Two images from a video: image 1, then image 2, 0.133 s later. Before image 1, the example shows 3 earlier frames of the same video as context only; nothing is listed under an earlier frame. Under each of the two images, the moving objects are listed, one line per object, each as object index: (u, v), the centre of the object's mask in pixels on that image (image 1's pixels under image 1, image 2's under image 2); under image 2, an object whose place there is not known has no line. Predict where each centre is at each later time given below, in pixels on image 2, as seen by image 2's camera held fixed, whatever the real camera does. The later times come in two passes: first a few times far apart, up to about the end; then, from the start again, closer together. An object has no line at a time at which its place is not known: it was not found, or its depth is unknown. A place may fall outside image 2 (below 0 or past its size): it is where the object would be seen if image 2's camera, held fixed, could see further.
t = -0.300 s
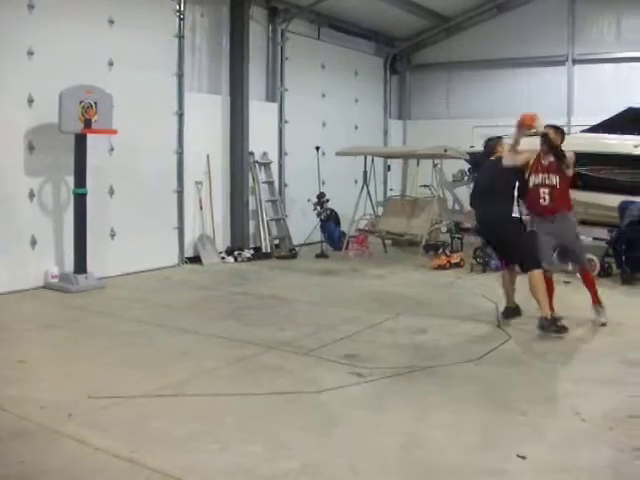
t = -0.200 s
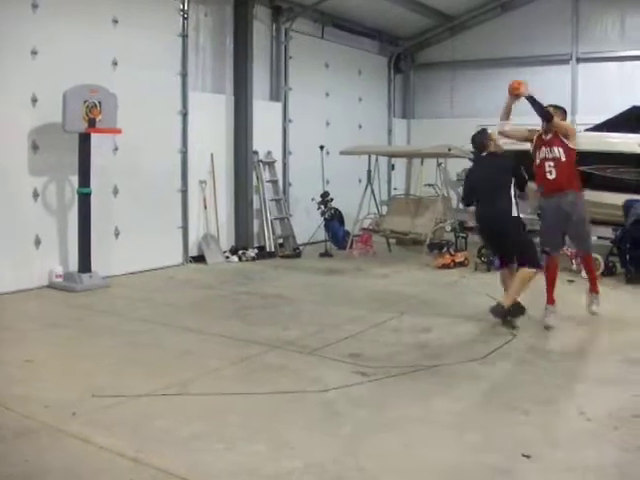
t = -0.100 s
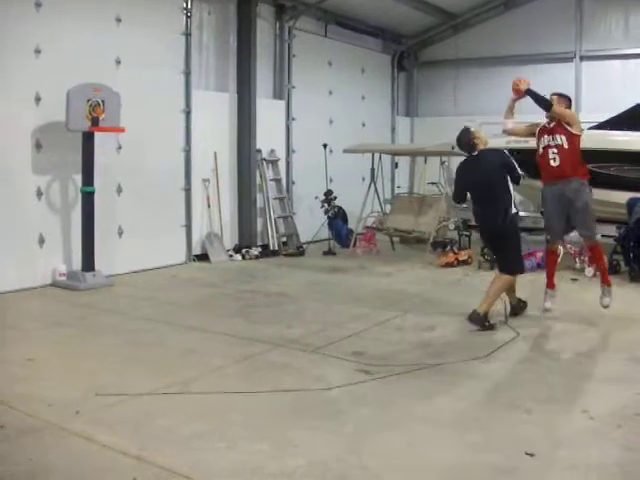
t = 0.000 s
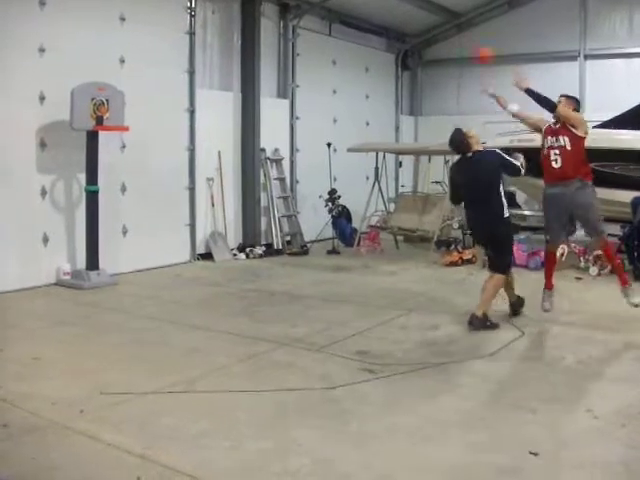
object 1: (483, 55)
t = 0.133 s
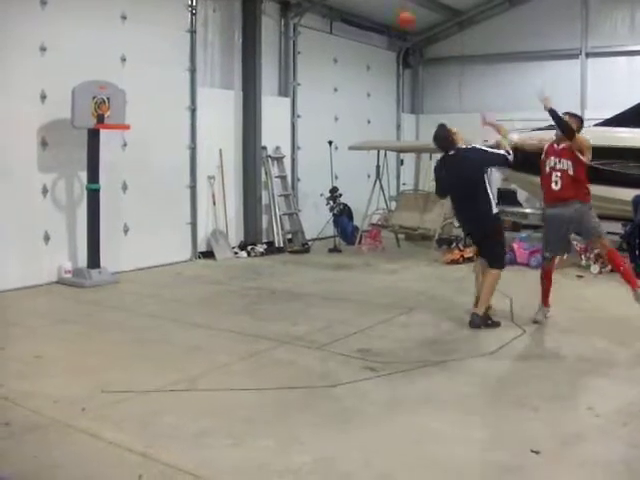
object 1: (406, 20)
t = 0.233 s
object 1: (352, 9)
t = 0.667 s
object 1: (171, 73)
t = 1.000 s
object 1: (125, 189)
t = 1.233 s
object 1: (172, 266)
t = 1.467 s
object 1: (216, 192)
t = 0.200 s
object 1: (369, 11)
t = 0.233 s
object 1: (352, 9)
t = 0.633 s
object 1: (184, 64)
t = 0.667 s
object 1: (171, 73)
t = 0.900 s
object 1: (105, 156)
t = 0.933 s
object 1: (111, 166)
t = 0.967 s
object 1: (118, 177)
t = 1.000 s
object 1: (125, 189)
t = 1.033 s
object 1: (131, 203)
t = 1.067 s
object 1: (138, 219)
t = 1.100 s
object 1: (145, 235)
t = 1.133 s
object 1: (152, 251)
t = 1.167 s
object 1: (158, 270)
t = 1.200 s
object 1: (165, 279)
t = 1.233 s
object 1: (172, 266)
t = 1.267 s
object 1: (178, 253)
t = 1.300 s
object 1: (184, 240)
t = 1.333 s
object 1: (190, 229)
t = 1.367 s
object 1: (196, 219)
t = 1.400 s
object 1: (202, 208)
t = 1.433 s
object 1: (210, 200)
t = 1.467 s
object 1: (216, 192)
